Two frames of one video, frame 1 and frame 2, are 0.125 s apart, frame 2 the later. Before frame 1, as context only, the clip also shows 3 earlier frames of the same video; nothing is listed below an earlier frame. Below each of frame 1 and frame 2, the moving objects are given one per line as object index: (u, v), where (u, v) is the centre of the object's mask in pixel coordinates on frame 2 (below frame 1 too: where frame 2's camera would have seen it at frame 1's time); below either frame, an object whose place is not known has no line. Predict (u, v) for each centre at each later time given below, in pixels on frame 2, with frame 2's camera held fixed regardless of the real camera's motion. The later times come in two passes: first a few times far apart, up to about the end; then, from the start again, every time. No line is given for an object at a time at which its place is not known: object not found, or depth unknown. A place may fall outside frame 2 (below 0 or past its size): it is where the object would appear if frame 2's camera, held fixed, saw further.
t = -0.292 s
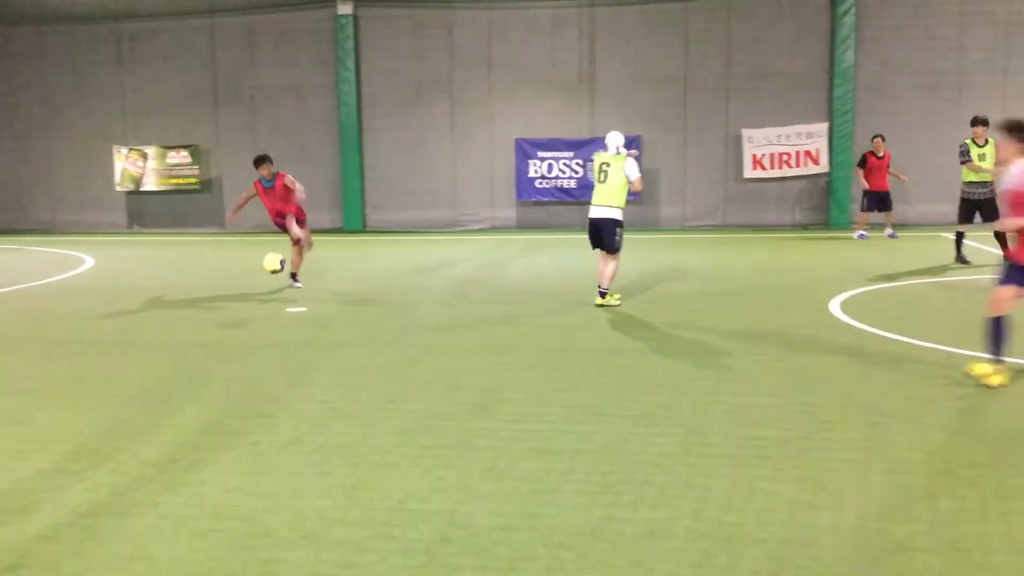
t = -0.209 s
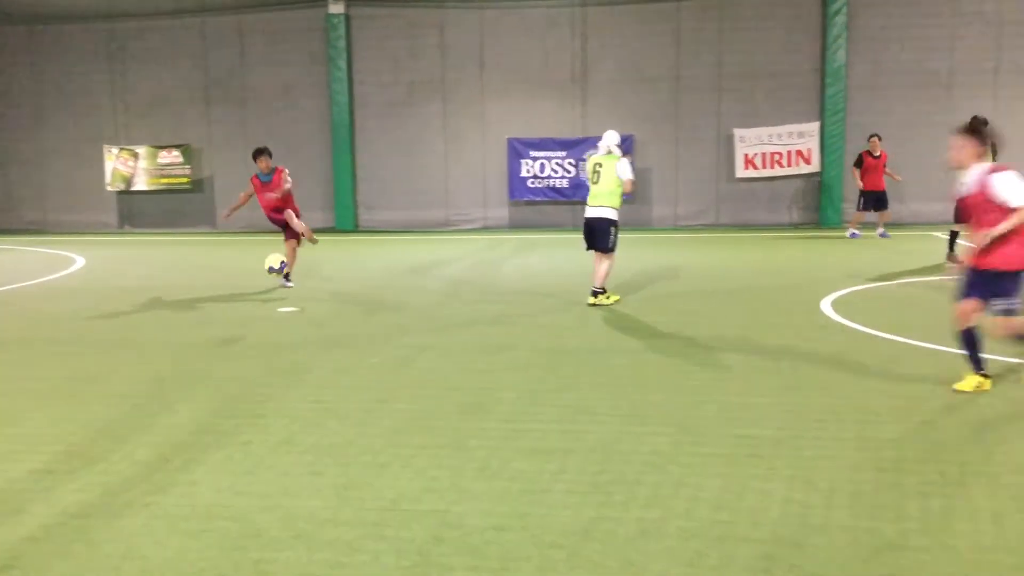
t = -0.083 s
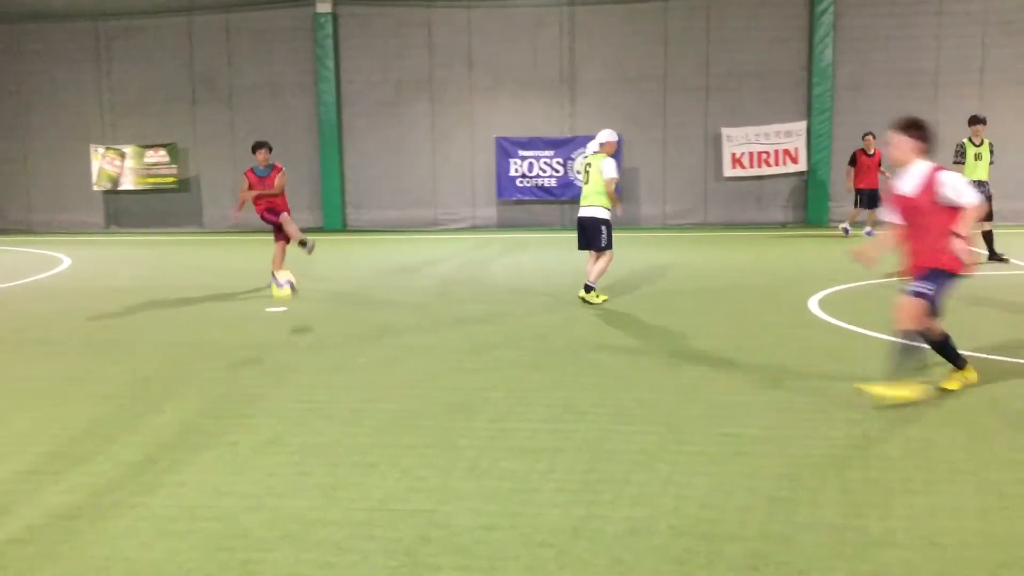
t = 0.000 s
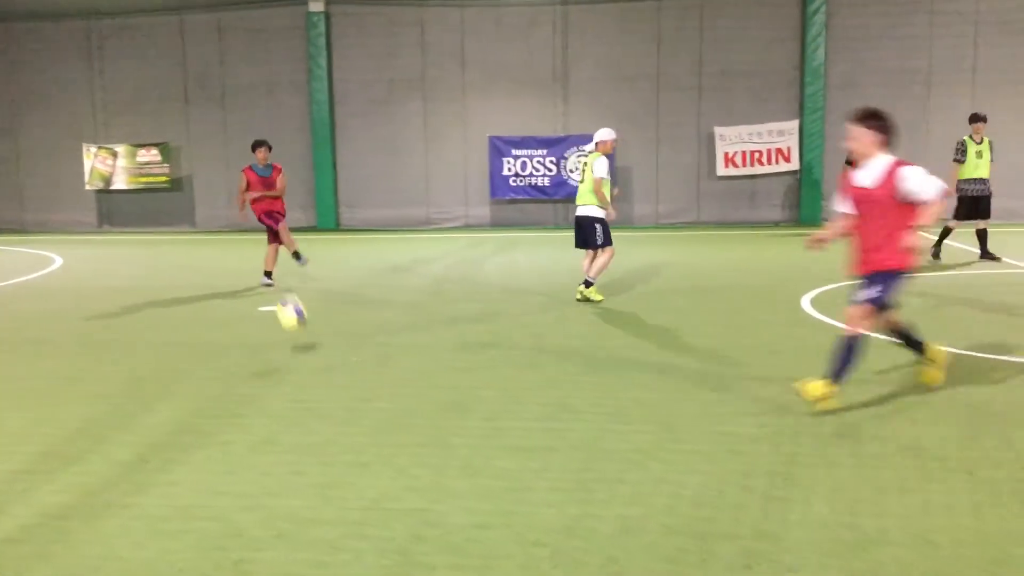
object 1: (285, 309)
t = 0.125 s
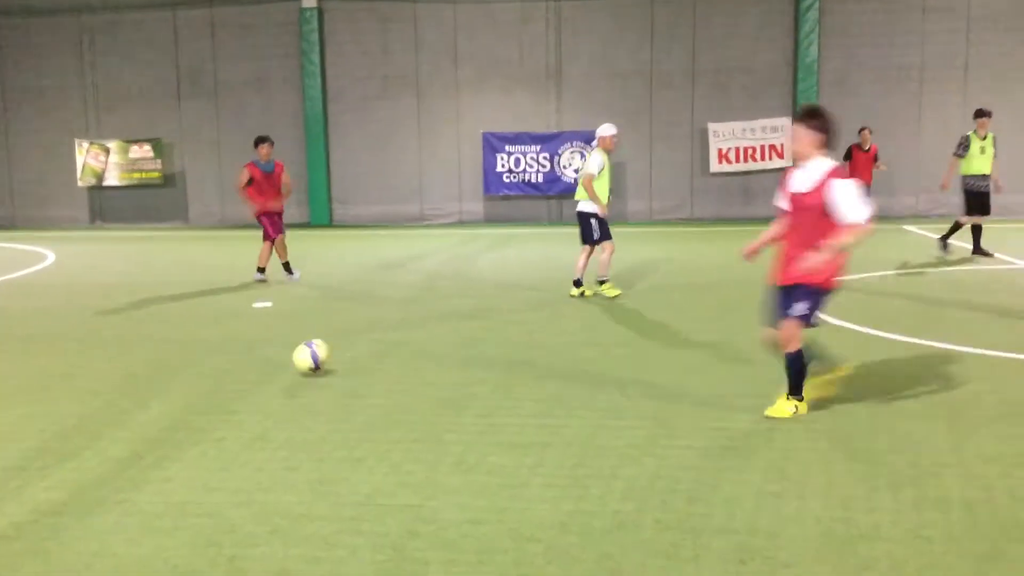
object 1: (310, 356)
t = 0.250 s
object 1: (334, 359)
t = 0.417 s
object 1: (377, 413)
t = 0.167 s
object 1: (318, 354)
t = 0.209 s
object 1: (326, 356)
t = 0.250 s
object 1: (334, 359)
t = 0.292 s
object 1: (344, 367)
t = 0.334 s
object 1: (355, 378)
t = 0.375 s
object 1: (366, 393)
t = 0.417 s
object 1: (377, 413)
